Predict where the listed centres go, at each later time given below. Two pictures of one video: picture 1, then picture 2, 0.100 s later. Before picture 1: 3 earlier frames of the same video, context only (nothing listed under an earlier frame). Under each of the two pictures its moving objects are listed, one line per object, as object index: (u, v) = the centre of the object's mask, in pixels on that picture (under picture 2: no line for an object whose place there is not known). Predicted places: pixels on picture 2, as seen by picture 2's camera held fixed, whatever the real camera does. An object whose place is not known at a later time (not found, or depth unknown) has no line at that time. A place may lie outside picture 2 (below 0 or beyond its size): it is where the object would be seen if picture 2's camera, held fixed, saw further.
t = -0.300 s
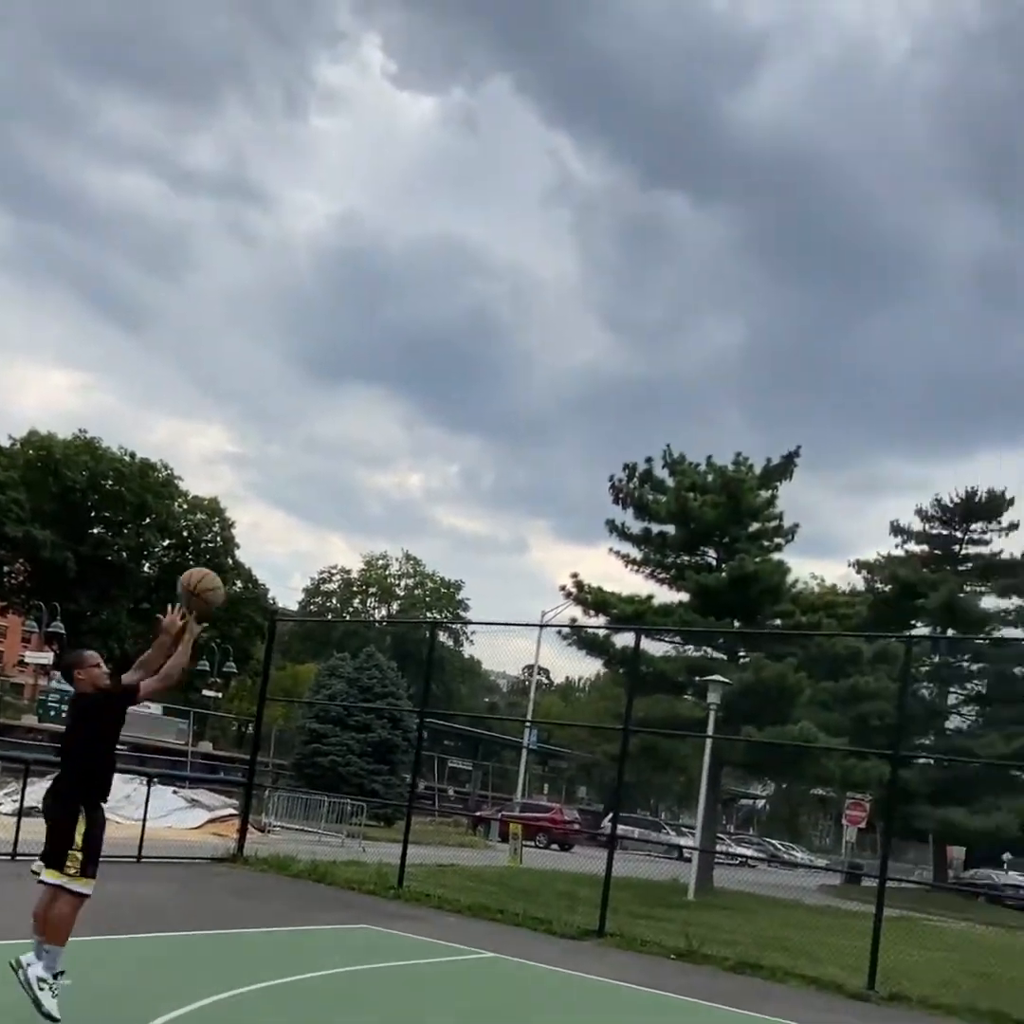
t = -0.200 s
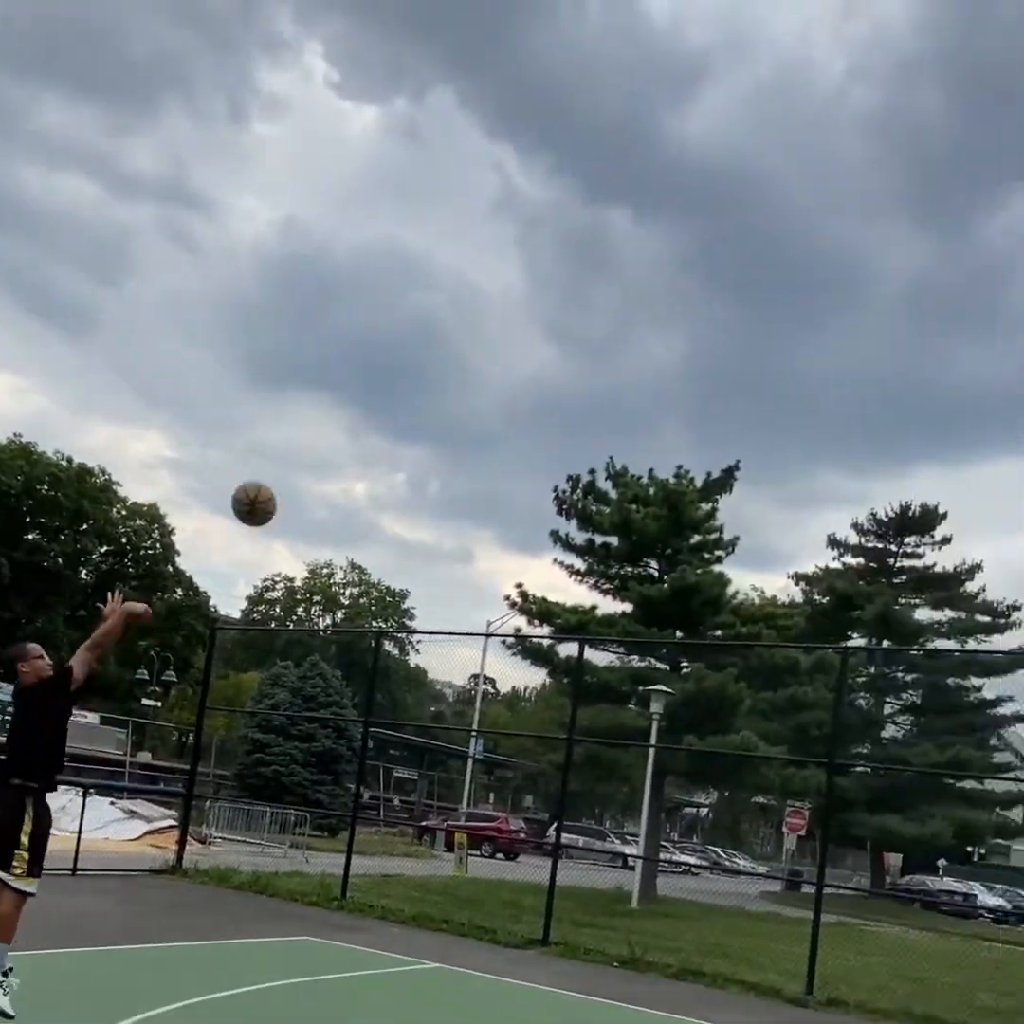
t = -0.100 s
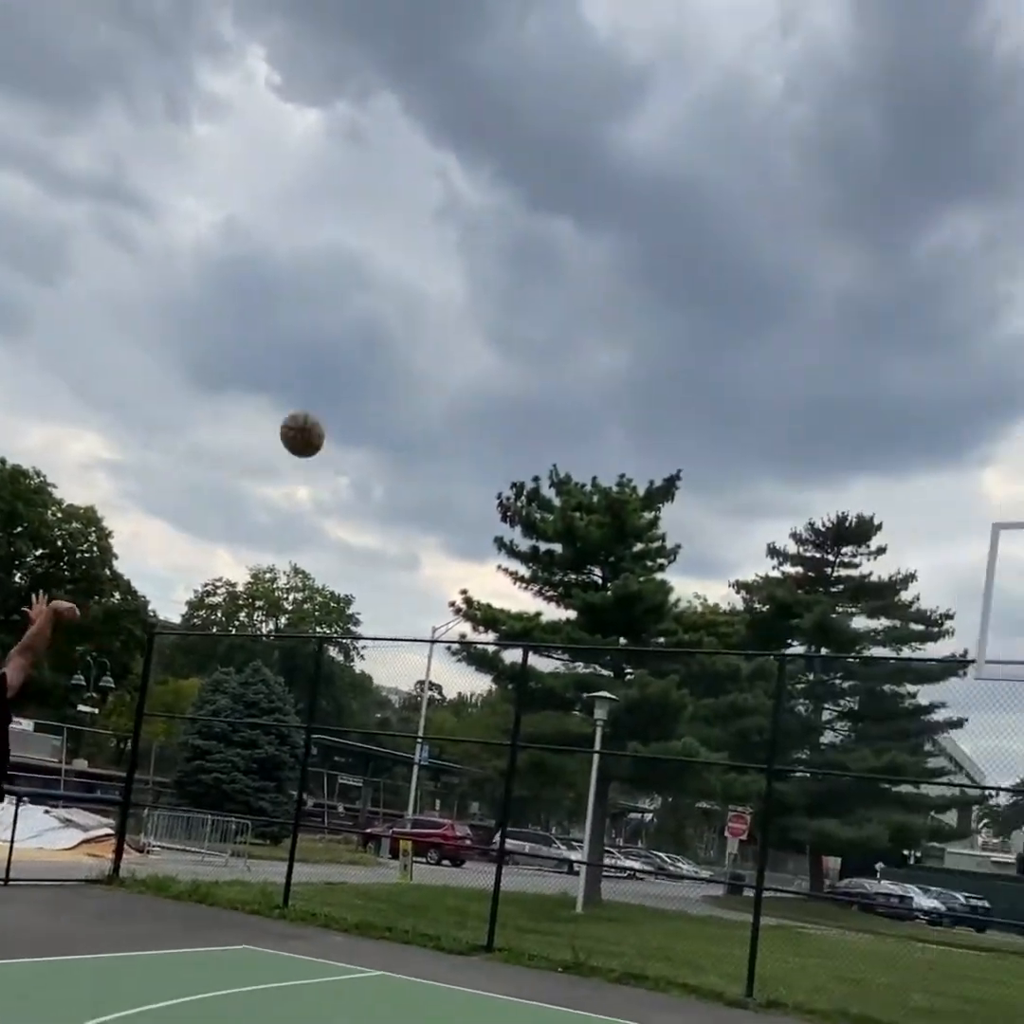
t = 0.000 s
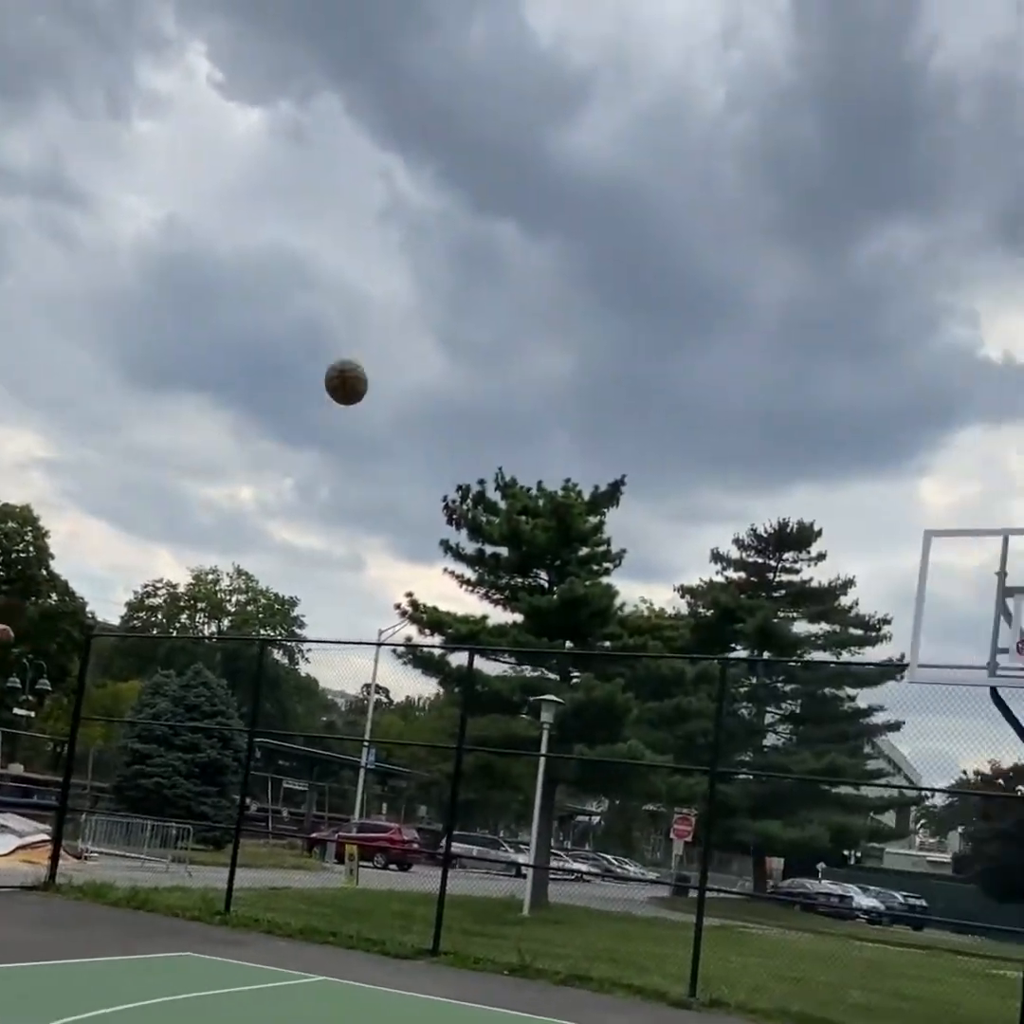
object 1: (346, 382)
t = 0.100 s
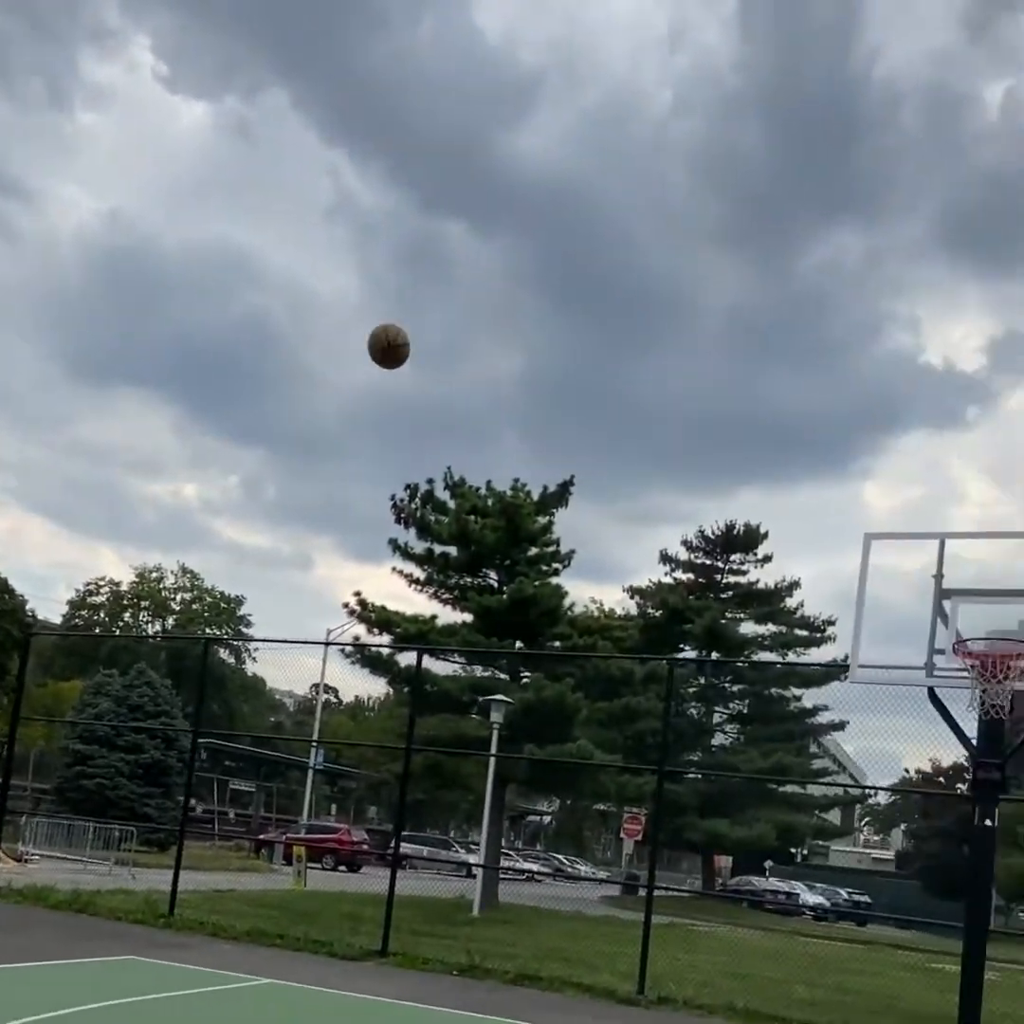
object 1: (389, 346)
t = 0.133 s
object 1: (418, 339)
